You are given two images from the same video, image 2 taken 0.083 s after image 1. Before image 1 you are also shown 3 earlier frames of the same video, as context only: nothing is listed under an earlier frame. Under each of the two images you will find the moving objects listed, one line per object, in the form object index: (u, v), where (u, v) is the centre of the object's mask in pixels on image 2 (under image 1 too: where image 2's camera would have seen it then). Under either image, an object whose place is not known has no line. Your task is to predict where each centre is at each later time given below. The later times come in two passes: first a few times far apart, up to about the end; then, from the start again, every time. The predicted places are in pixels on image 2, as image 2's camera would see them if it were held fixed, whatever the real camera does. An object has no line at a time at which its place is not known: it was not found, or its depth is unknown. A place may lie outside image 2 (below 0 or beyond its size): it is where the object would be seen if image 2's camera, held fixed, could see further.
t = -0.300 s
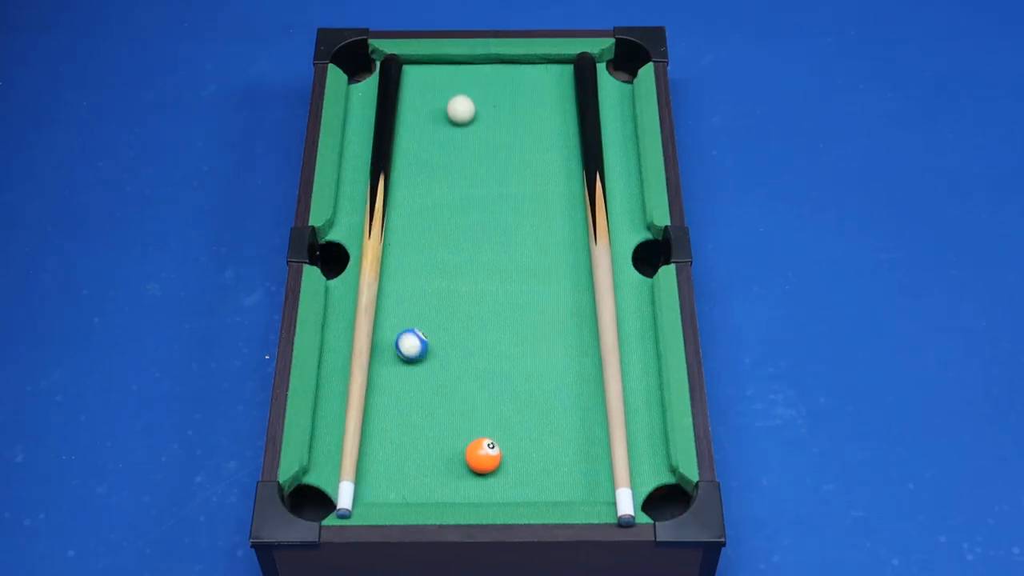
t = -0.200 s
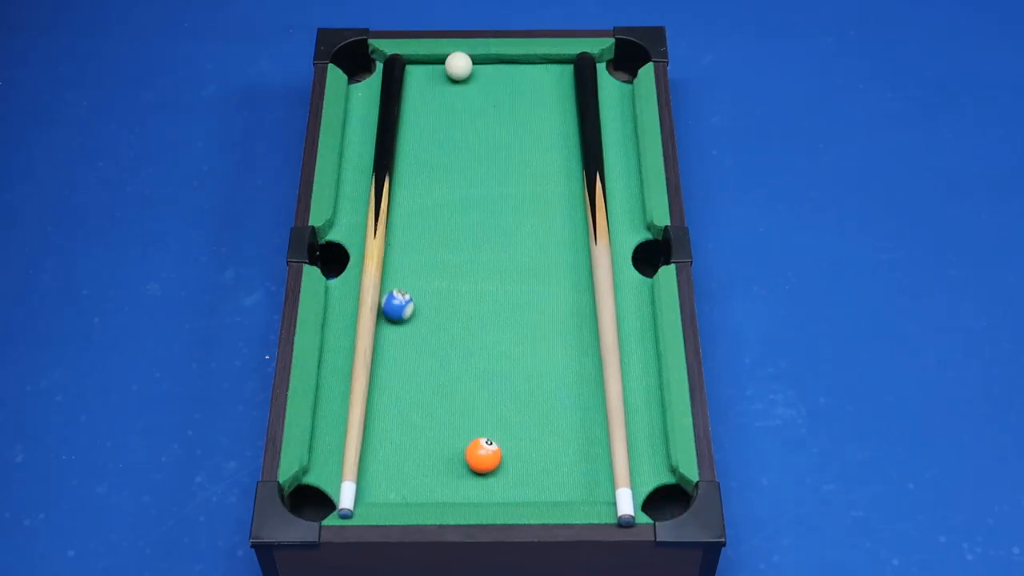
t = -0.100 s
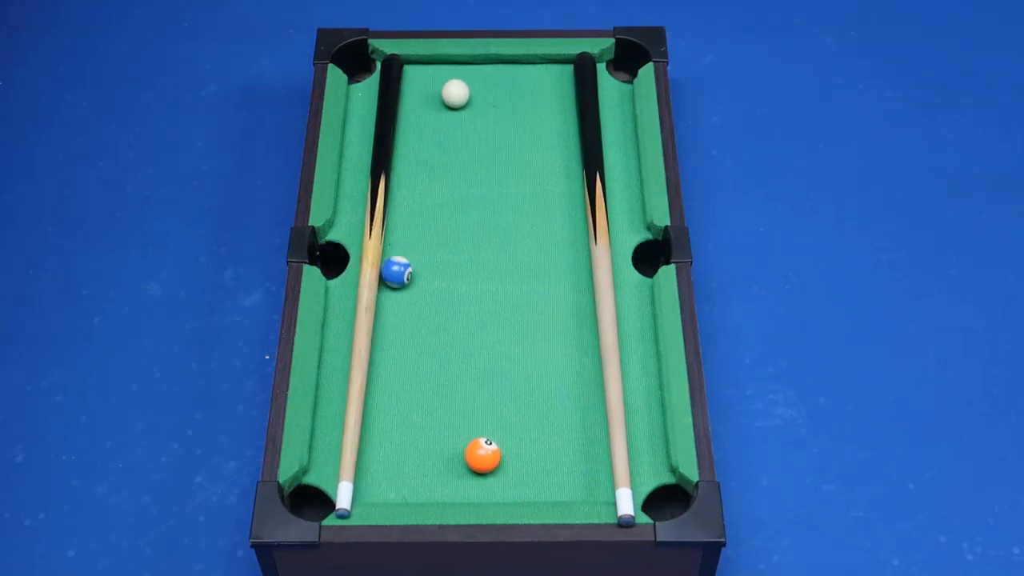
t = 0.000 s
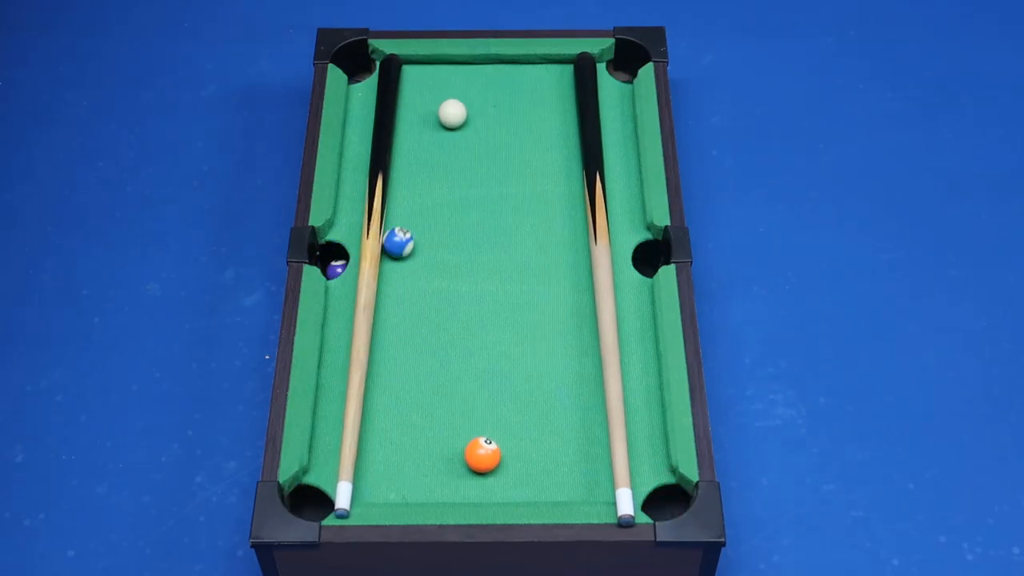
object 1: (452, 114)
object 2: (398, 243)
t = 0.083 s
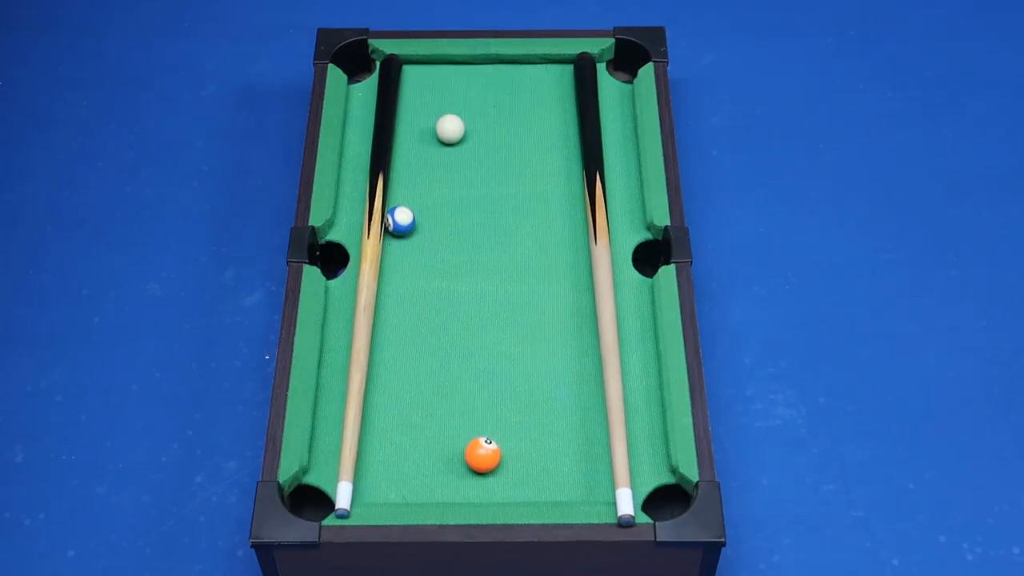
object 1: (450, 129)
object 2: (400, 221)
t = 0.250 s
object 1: (446, 155)
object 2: (405, 183)
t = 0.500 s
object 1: (443, 186)
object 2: (410, 136)
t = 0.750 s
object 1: (442, 203)
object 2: (413, 98)
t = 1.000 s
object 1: (442, 207)
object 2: (417, 69)
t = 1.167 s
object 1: (442, 206)
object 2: (417, 70)
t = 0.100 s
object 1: (450, 132)
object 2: (400, 216)
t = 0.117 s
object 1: (449, 135)
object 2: (401, 212)
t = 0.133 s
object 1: (449, 137)
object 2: (401, 208)
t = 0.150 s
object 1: (448, 140)
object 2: (402, 205)
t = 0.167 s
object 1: (448, 143)
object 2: (402, 201)
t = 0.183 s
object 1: (448, 145)
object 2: (402, 197)
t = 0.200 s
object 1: (447, 148)
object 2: (403, 194)
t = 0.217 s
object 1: (447, 151)
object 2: (404, 190)
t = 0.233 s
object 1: (446, 153)
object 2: (404, 186)
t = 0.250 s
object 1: (446, 155)
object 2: (405, 183)
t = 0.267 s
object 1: (446, 158)
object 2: (405, 179)
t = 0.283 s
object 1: (445, 160)
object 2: (405, 176)
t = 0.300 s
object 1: (445, 162)
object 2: (406, 173)
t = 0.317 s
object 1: (445, 165)
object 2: (406, 169)
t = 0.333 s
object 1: (444, 167)
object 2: (407, 166)
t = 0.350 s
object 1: (444, 169)
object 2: (407, 163)
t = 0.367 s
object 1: (444, 171)
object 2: (407, 160)
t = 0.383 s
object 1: (443, 173)
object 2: (408, 156)
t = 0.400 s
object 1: (443, 175)
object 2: (408, 153)
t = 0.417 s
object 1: (443, 177)
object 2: (408, 150)
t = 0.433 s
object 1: (443, 178)
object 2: (409, 147)
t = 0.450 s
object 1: (443, 180)
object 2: (409, 144)
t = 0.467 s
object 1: (443, 182)
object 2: (409, 141)
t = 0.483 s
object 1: (443, 184)
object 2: (410, 139)
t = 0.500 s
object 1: (443, 186)
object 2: (410, 136)
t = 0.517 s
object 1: (443, 187)
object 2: (410, 133)
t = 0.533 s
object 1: (443, 189)
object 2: (410, 130)
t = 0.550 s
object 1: (443, 190)
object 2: (411, 127)
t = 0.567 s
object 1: (443, 192)
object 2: (411, 125)
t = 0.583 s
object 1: (442, 193)
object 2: (411, 122)
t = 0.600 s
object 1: (442, 195)
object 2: (411, 120)
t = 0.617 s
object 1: (442, 196)
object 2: (412, 117)
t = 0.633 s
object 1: (442, 197)
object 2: (412, 115)
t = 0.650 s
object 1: (442, 198)
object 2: (412, 112)
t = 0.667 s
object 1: (442, 199)
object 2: (413, 110)
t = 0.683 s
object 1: (442, 200)
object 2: (413, 108)
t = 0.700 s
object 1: (442, 201)
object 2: (413, 105)
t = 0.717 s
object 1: (442, 201)
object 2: (413, 103)
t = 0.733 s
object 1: (442, 202)
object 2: (413, 101)
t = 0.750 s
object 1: (442, 203)
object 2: (413, 98)
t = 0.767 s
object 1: (442, 203)
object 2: (413, 96)
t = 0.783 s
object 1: (442, 204)
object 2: (414, 94)
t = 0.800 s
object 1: (442, 204)
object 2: (414, 92)
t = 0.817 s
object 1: (442, 205)
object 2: (414, 90)
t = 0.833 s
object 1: (442, 205)
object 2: (415, 88)
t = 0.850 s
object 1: (442, 206)
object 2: (415, 86)
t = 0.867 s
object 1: (442, 206)
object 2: (415, 84)
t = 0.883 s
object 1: (442, 206)
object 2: (415, 82)
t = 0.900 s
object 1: (442, 206)
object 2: (415, 80)
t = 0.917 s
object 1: (442, 206)
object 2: (416, 78)
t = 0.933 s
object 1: (442, 207)
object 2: (416, 77)
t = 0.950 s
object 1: (442, 207)
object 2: (416, 75)
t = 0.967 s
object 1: (442, 207)
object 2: (416, 73)
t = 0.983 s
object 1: (442, 207)
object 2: (417, 71)
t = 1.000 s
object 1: (442, 207)
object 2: (417, 69)
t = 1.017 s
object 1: (442, 207)
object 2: (417, 68)
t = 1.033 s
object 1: (442, 206)
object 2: (417, 66)
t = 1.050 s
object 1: (442, 206)
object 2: (417, 66)
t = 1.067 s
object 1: (442, 206)
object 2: (417, 67)
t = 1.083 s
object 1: (442, 206)
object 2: (417, 68)
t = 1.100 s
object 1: (442, 206)
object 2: (417, 68)
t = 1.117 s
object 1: (442, 206)
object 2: (417, 69)
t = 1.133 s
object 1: (442, 206)
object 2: (417, 69)
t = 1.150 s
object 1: (442, 206)
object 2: (417, 70)
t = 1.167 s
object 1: (442, 206)
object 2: (417, 70)
